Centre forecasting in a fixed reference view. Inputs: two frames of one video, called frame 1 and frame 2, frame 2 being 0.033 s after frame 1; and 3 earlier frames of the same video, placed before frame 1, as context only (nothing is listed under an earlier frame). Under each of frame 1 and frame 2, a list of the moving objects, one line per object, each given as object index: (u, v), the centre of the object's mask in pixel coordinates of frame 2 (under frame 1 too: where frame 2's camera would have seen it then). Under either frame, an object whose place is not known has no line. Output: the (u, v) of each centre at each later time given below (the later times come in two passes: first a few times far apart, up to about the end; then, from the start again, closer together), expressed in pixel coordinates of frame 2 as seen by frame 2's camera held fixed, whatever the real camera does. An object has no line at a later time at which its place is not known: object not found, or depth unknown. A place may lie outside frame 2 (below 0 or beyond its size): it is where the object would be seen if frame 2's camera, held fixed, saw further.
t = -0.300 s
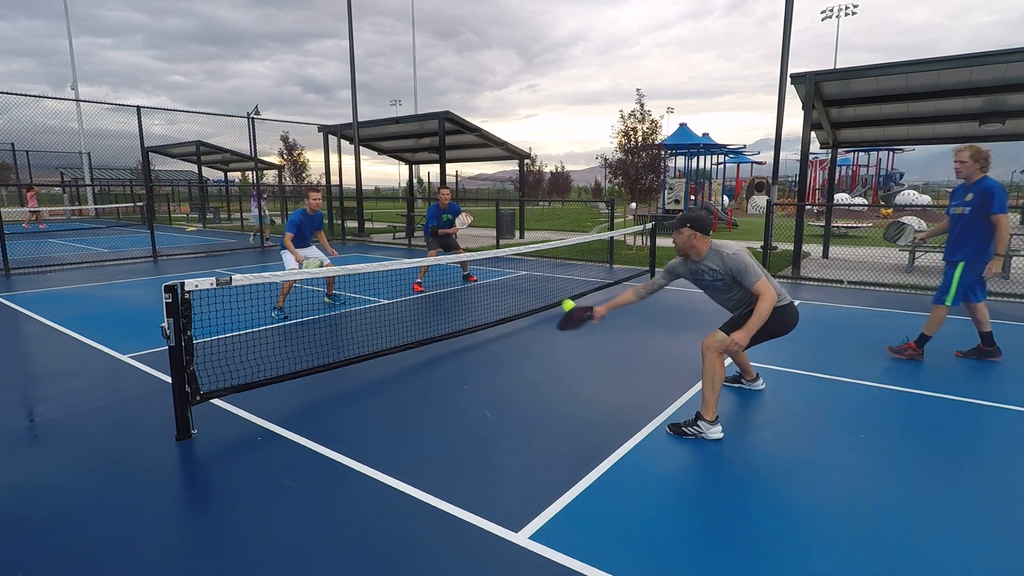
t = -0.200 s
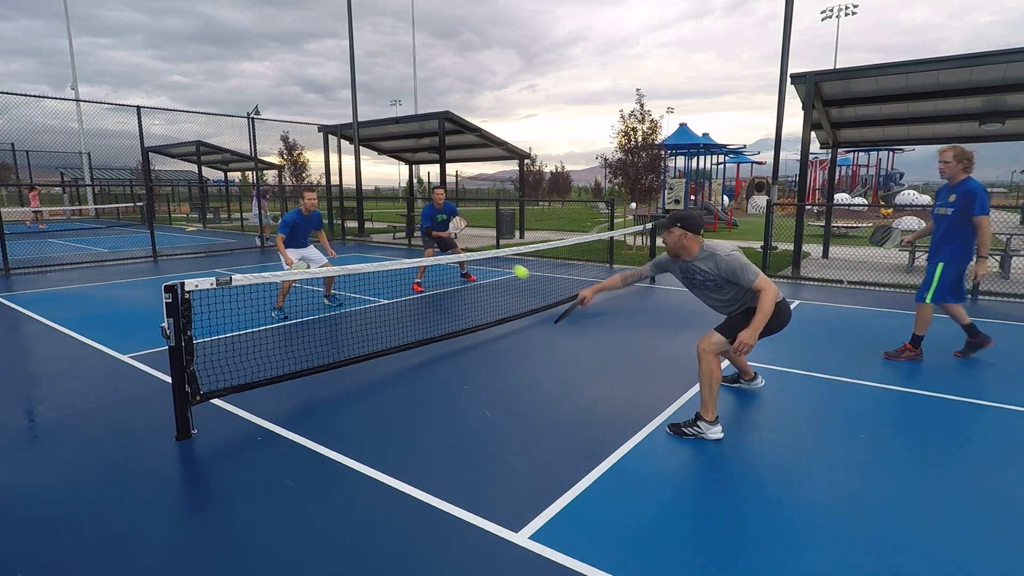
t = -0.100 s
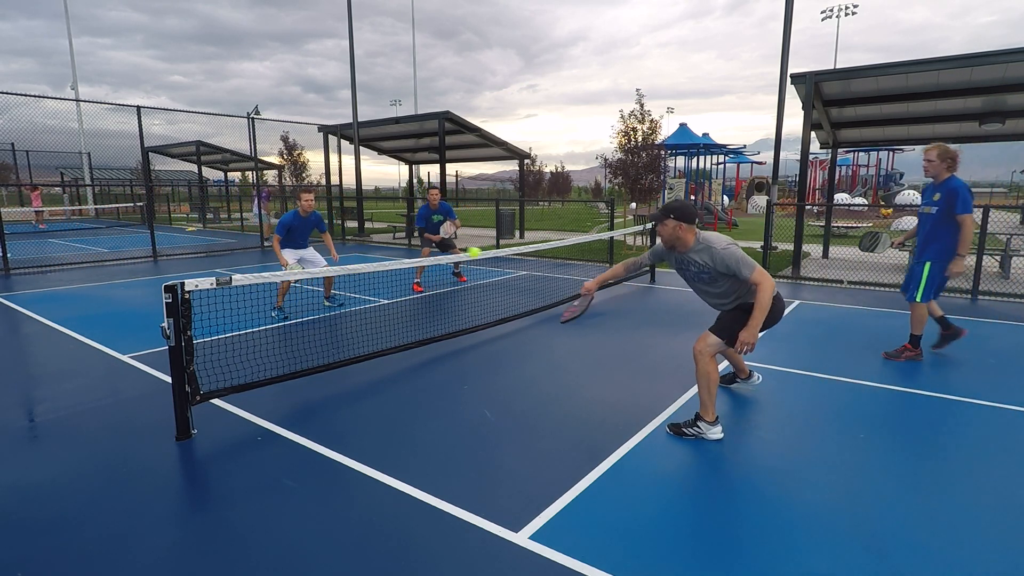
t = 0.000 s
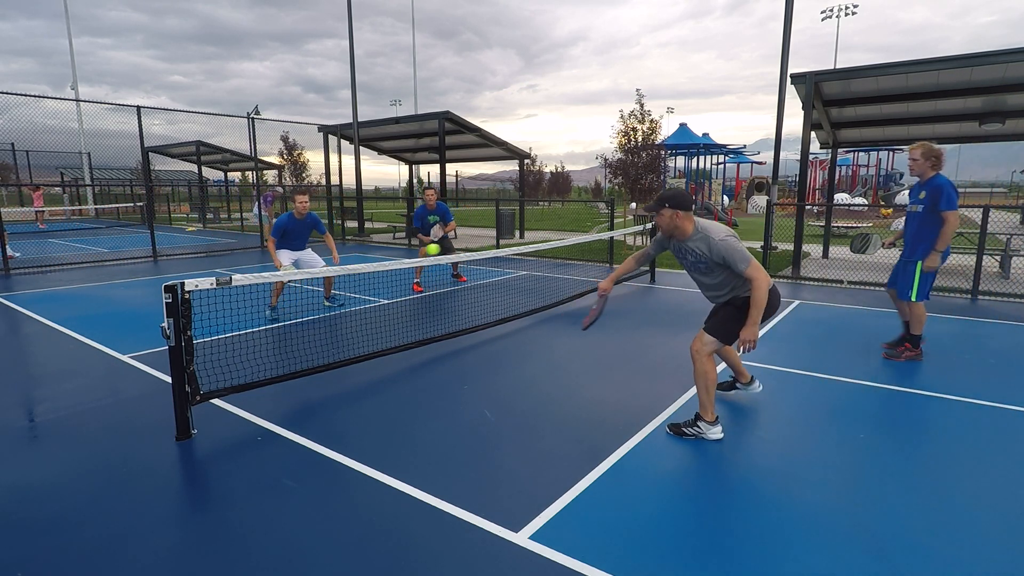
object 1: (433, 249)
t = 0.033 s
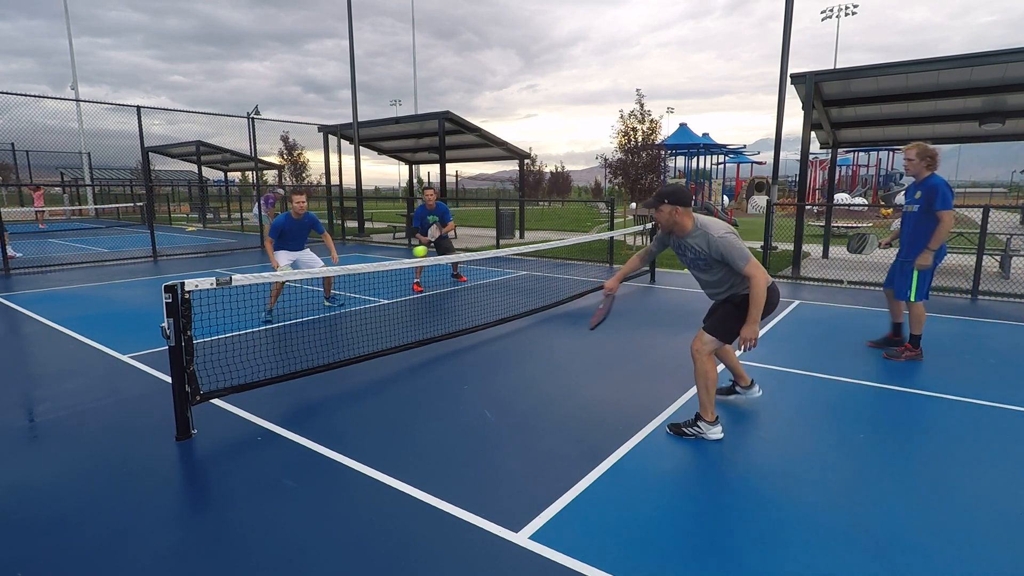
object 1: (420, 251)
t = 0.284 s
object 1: (375, 304)
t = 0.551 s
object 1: (378, 342)
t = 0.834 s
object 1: (389, 334)
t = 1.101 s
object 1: (400, 370)
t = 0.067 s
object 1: (407, 254)
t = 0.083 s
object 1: (402, 256)
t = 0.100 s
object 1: (396, 258)
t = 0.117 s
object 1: (390, 261)
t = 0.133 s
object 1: (384, 265)
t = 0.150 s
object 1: (379, 269)
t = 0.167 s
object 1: (377, 271)
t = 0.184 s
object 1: (376, 275)
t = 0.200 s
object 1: (376, 279)
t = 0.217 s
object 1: (376, 282)
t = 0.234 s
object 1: (376, 287)
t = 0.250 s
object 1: (376, 292)
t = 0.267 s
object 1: (375, 297)
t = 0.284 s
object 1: (375, 304)
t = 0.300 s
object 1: (375, 309)
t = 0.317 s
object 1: (375, 315)
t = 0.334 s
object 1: (375, 322)
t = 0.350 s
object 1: (375, 329)
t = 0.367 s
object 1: (375, 336)
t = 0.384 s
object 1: (375, 343)
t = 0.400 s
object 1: (375, 351)
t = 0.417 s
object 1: (375, 359)
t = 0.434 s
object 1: (375, 368)
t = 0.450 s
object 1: (375, 368)
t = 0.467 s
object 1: (375, 363)
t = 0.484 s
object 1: (376, 358)
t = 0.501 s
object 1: (376, 353)
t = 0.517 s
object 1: (377, 349)
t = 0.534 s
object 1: (377, 345)
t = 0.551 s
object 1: (378, 342)
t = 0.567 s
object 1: (379, 338)
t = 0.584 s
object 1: (379, 335)
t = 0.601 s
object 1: (380, 333)
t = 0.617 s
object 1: (380, 331)
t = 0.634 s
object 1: (381, 329)
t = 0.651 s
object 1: (382, 327)
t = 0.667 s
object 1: (382, 326)
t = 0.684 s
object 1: (383, 325)
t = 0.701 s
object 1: (383, 325)
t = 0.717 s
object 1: (384, 324)
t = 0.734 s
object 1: (385, 325)
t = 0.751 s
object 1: (385, 325)
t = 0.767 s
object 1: (386, 326)
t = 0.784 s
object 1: (387, 327)
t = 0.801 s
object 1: (387, 329)
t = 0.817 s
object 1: (388, 331)
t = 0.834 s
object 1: (389, 334)
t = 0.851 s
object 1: (390, 337)
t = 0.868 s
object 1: (390, 340)
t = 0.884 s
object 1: (391, 344)
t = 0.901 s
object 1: (392, 348)
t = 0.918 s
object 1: (393, 352)
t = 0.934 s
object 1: (394, 356)
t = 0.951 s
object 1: (394, 361)
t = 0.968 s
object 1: (395, 367)
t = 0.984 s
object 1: (396, 372)
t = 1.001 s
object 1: (397, 379)
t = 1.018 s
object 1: (398, 384)
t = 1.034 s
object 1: (398, 382)
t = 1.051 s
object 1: (399, 378)
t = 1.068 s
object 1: (399, 375)
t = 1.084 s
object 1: (399, 372)
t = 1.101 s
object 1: (400, 370)
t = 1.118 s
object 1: (400, 367)
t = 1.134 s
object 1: (401, 365)
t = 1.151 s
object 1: (401, 364)
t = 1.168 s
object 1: (401, 363)
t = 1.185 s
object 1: (402, 362)
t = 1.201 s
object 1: (402, 361)
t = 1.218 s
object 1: (403, 361)
